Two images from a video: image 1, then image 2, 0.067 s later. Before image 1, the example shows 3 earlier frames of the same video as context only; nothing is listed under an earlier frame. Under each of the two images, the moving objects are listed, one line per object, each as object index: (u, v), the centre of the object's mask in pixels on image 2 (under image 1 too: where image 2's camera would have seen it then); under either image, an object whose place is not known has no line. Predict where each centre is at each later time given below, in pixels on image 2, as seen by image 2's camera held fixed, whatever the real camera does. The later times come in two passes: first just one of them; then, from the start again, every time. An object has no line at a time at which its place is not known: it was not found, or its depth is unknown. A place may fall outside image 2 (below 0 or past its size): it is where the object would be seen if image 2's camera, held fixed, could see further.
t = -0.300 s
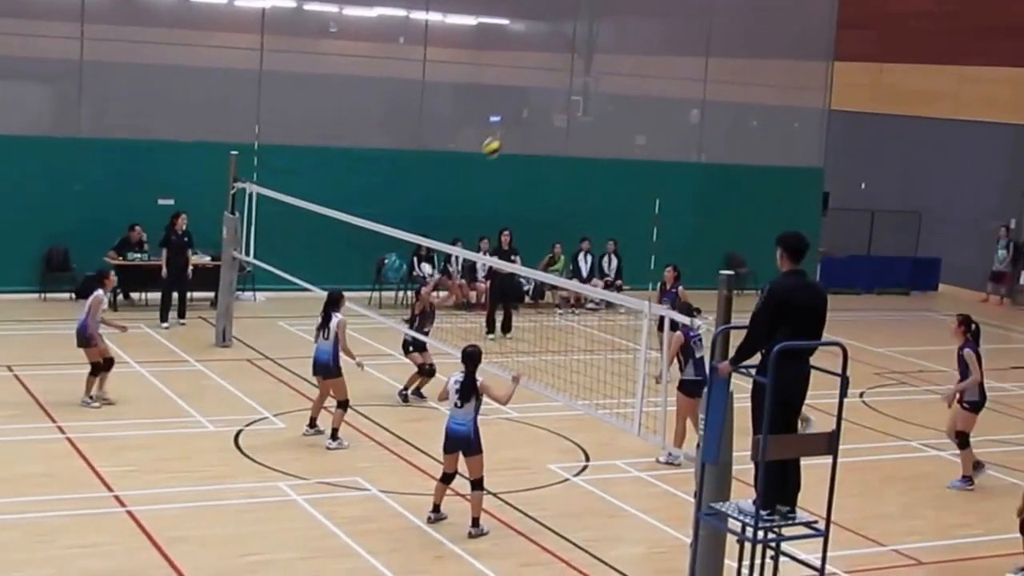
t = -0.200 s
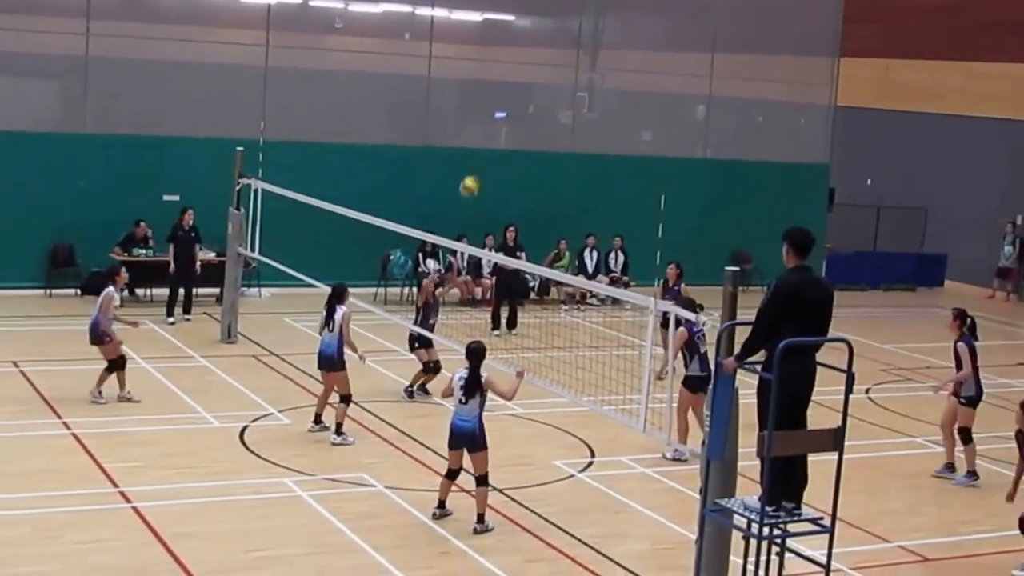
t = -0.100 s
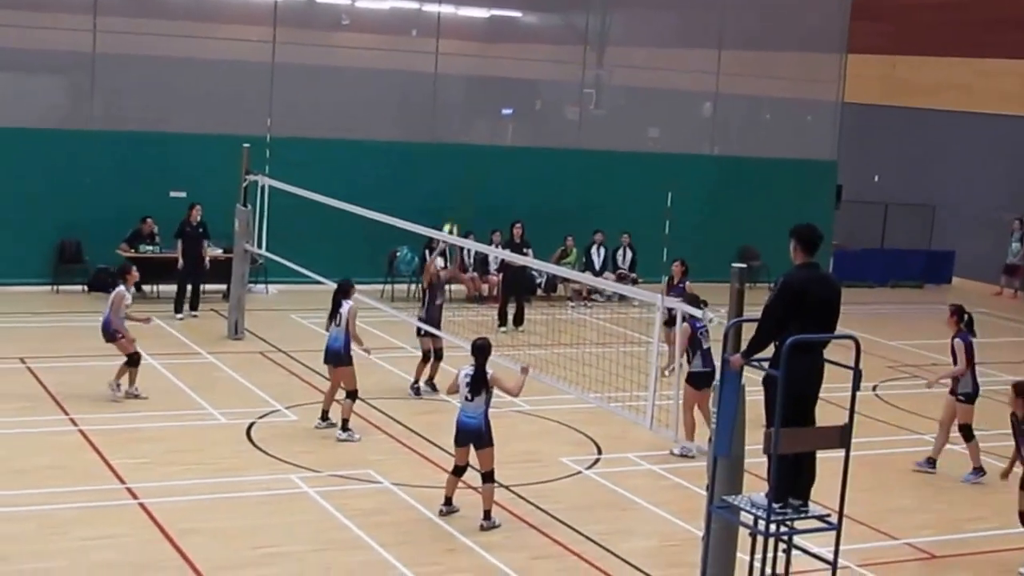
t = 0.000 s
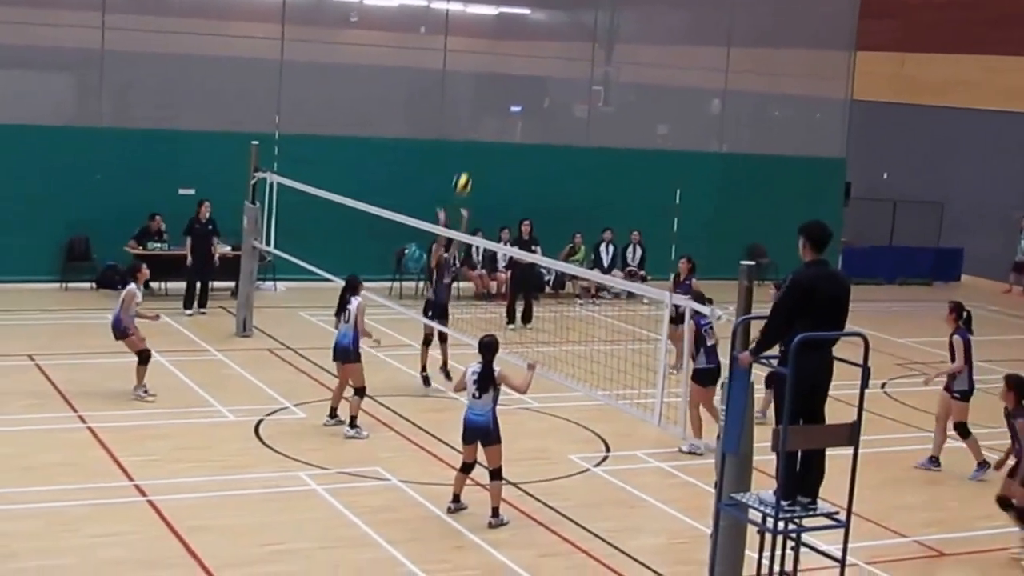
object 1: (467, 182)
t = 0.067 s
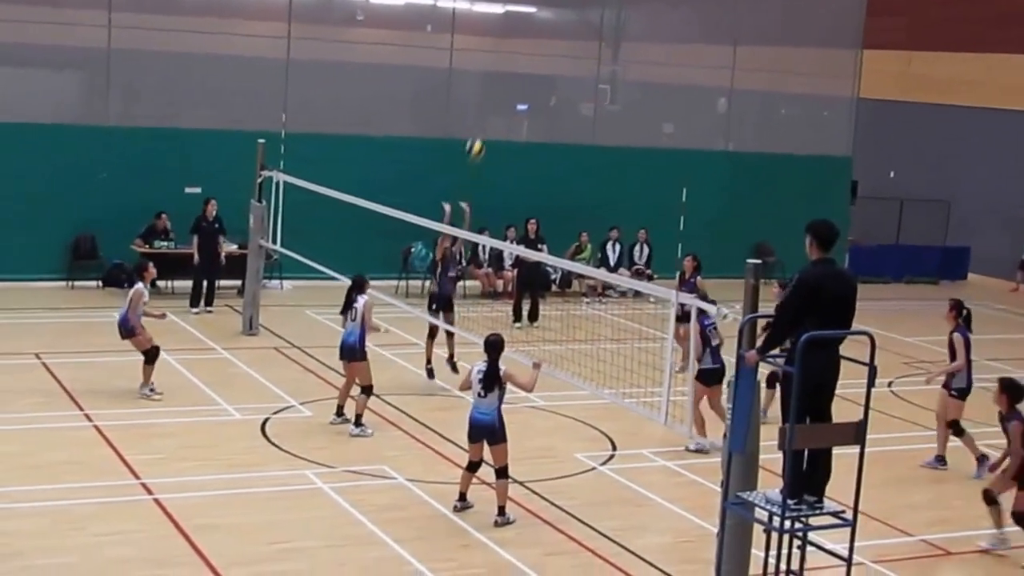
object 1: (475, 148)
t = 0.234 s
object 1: (492, 81)
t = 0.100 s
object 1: (478, 132)
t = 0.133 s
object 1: (481, 118)
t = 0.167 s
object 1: (485, 105)
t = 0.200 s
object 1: (490, 92)
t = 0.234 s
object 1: (492, 81)
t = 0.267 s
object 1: (496, 70)
